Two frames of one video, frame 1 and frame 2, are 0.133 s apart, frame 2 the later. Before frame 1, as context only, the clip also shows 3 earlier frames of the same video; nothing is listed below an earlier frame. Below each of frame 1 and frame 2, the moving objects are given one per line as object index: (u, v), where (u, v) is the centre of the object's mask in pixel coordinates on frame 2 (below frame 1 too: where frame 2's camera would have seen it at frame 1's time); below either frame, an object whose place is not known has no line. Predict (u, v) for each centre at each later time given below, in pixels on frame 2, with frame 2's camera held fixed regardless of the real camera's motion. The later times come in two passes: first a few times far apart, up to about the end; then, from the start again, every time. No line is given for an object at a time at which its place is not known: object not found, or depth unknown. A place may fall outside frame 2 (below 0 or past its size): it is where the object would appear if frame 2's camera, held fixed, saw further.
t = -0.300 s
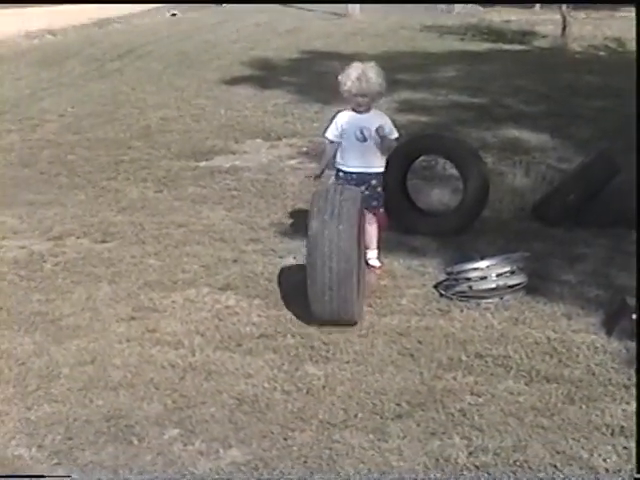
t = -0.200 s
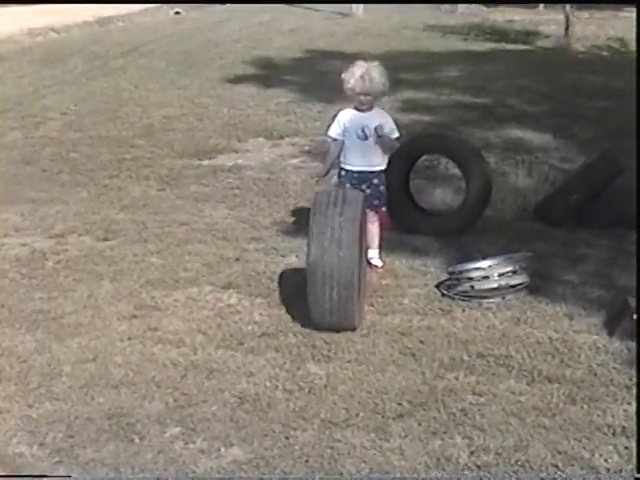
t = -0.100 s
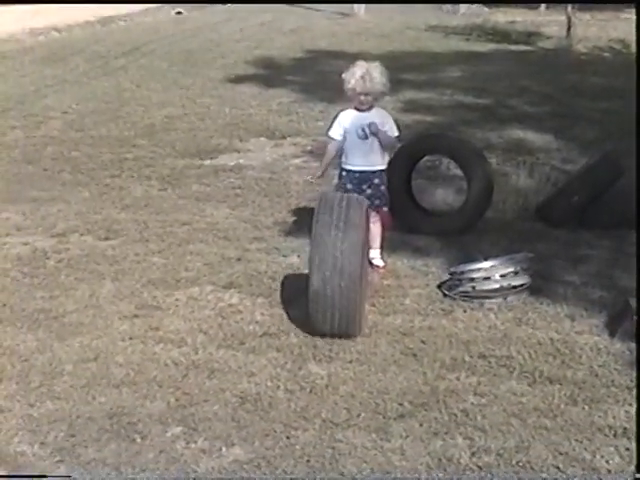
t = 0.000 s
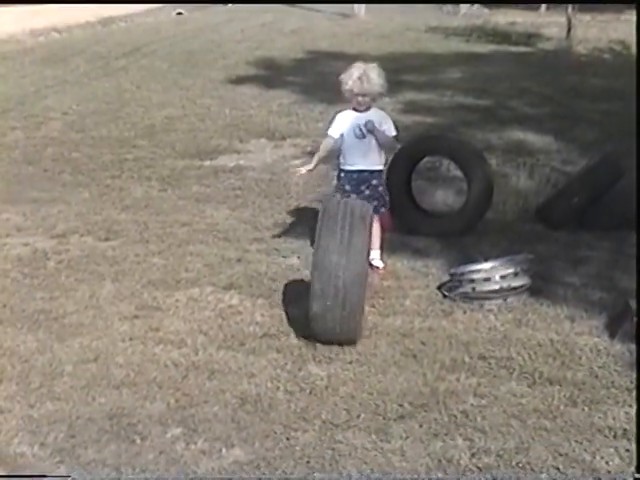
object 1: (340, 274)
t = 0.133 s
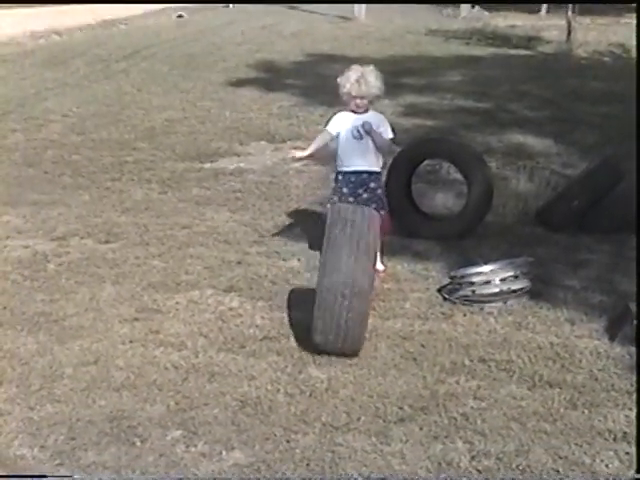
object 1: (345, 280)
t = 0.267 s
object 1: (349, 289)
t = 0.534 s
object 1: (353, 308)
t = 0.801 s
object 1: (358, 326)
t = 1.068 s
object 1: (364, 340)
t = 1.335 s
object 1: (372, 366)
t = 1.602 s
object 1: (384, 382)
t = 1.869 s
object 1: (401, 395)
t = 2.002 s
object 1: (411, 403)
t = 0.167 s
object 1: (346, 282)
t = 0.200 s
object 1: (347, 286)
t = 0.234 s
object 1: (348, 289)
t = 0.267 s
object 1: (349, 289)
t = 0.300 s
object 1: (349, 292)
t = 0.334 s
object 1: (349, 295)
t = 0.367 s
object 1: (349, 297)
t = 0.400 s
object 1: (350, 299)
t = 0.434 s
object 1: (351, 301)
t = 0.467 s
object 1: (352, 303)
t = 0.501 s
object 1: (353, 305)
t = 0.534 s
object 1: (353, 308)
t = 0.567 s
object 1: (354, 310)
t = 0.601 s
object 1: (355, 312)
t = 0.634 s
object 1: (355, 315)
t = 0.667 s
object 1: (356, 317)
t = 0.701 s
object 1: (356, 319)
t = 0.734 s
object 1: (357, 321)
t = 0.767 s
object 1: (357, 324)
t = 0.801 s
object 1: (358, 326)
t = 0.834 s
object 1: (358, 327)
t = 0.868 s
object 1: (359, 330)
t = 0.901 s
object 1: (359, 332)
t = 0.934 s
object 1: (360, 335)
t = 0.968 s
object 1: (361, 336)
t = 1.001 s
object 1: (362, 337)
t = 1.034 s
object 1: (363, 339)
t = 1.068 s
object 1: (364, 340)
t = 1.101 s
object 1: (363, 347)
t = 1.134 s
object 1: (364, 350)
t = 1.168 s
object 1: (364, 352)
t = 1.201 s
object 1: (365, 356)
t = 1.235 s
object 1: (366, 359)
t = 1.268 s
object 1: (367, 362)
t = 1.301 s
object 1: (369, 365)
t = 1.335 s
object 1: (372, 366)
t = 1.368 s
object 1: (373, 370)
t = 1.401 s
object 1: (376, 371)
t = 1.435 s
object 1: (376, 375)
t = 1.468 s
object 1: (377, 376)
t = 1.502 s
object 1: (379, 378)
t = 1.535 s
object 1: (381, 379)
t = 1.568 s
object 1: (382, 380)
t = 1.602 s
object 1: (384, 382)
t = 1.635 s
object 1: (386, 383)
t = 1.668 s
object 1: (388, 385)
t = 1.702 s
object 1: (391, 386)
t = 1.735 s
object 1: (393, 387)
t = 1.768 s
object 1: (395, 389)
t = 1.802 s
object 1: (398, 390)
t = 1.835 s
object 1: (399, 393)
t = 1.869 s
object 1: (401, 395)
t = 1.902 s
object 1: (404, 397)
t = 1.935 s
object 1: (406, 399)
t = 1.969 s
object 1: (408, 401)
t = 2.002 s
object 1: (411, 403)
